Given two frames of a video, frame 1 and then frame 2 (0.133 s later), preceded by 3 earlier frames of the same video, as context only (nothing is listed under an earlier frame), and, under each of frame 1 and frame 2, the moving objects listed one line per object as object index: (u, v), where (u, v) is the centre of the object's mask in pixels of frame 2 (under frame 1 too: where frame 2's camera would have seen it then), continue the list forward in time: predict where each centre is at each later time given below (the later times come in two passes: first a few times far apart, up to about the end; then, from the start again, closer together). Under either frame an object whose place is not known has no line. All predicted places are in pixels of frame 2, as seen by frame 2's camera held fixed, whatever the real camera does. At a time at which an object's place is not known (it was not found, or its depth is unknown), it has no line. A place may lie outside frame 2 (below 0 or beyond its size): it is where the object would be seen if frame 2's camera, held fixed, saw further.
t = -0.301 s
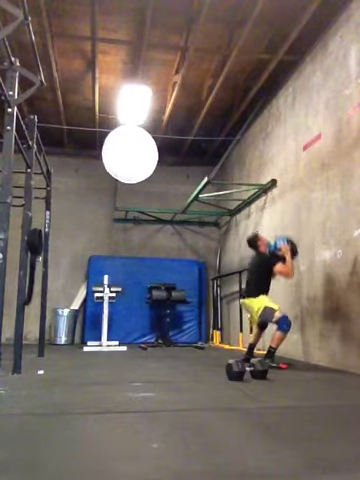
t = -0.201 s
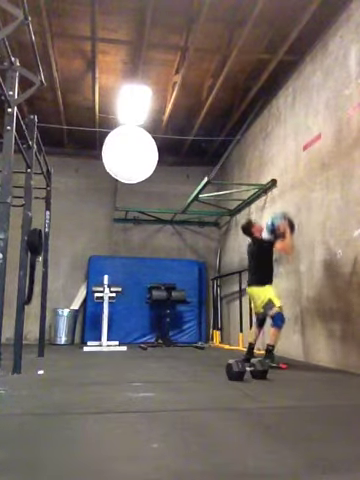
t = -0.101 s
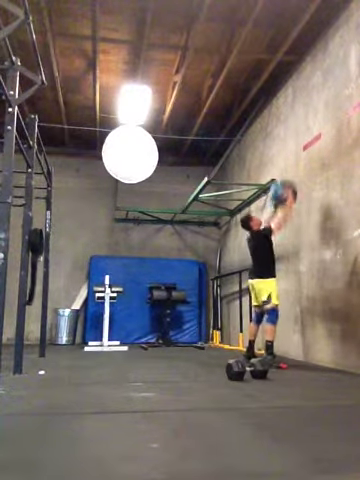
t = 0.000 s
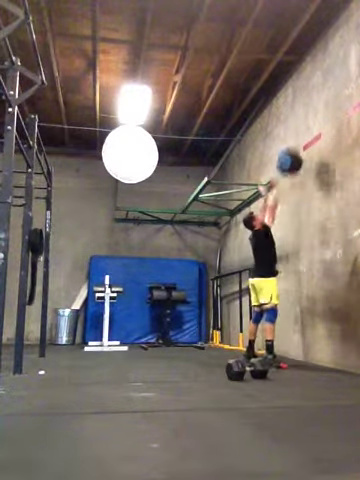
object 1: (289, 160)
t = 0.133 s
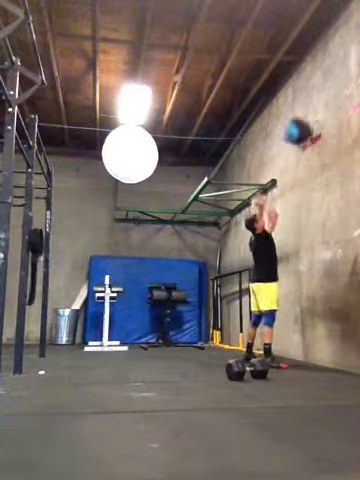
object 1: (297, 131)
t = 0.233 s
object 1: (300, 118)
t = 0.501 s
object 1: (294, 118)
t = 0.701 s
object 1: (292, 152)
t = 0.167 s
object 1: (300, 126)
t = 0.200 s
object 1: (300, 121)
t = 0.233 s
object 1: (300, 118)
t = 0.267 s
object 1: (300, 115)
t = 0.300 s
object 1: (299, 113)
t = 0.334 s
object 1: (298, 112)
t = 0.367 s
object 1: (297, 112)
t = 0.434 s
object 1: (296, 113)
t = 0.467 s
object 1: (294, 115)
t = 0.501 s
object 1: (294, 118)
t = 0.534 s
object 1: (293, 121)
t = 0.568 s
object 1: (293, 125)
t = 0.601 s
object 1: (292, 131)
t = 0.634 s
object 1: (292, 137)
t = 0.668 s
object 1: (292, 144)
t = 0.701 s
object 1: (292, 152)
